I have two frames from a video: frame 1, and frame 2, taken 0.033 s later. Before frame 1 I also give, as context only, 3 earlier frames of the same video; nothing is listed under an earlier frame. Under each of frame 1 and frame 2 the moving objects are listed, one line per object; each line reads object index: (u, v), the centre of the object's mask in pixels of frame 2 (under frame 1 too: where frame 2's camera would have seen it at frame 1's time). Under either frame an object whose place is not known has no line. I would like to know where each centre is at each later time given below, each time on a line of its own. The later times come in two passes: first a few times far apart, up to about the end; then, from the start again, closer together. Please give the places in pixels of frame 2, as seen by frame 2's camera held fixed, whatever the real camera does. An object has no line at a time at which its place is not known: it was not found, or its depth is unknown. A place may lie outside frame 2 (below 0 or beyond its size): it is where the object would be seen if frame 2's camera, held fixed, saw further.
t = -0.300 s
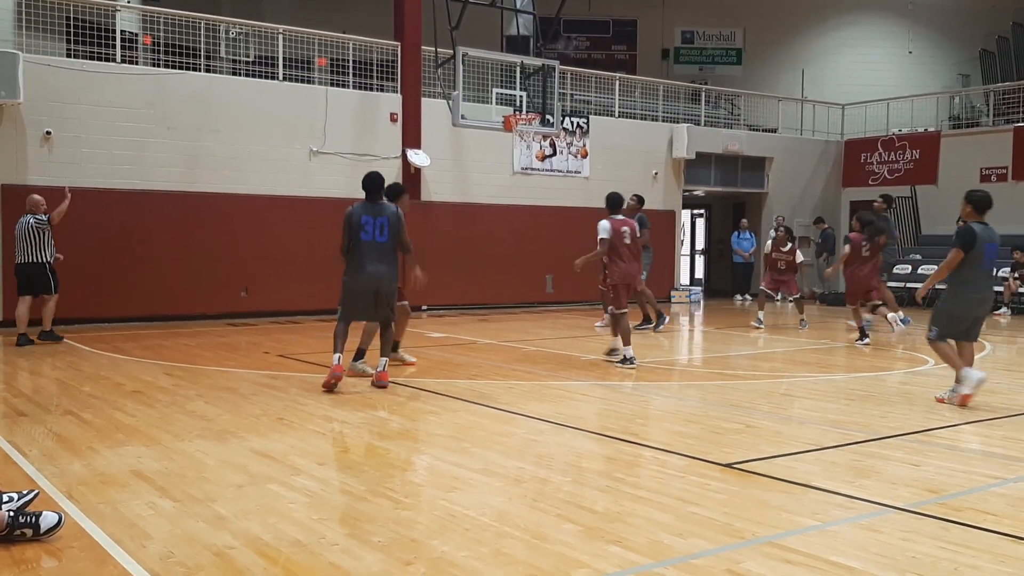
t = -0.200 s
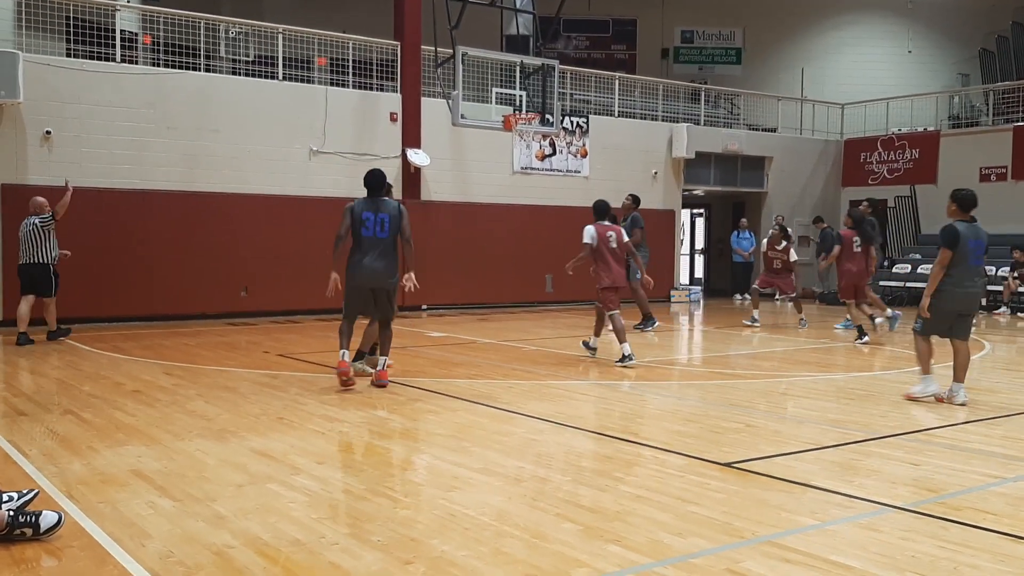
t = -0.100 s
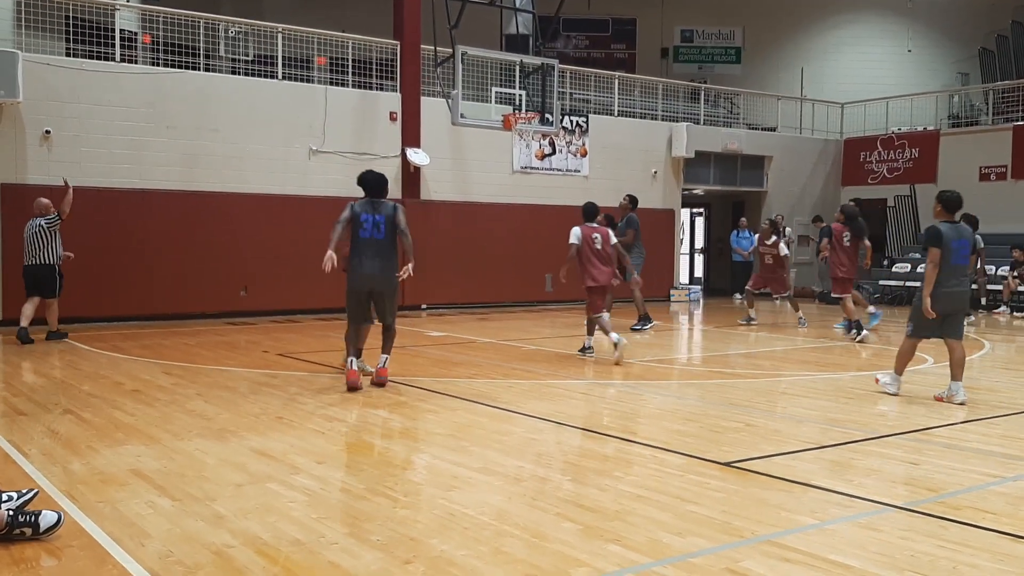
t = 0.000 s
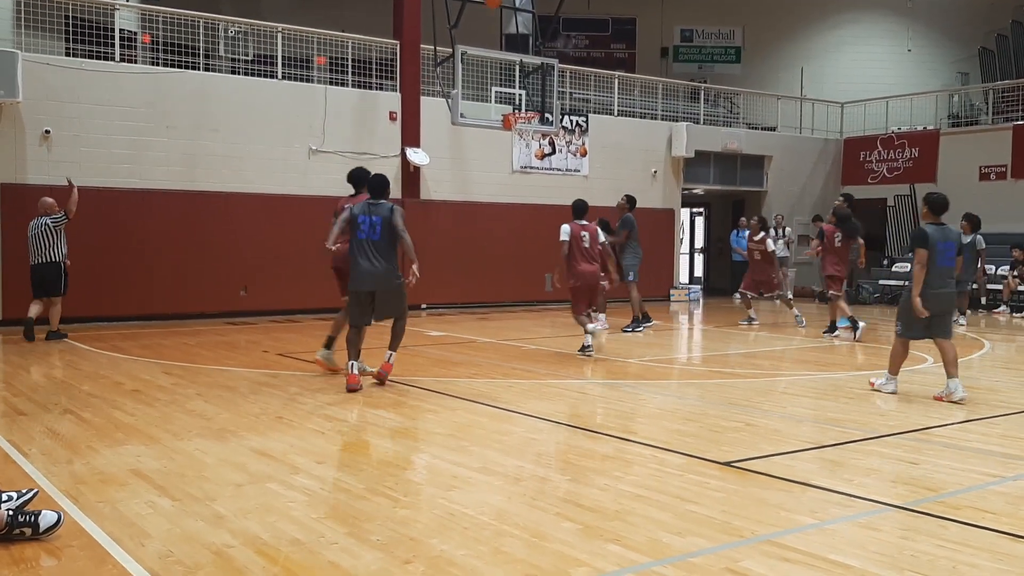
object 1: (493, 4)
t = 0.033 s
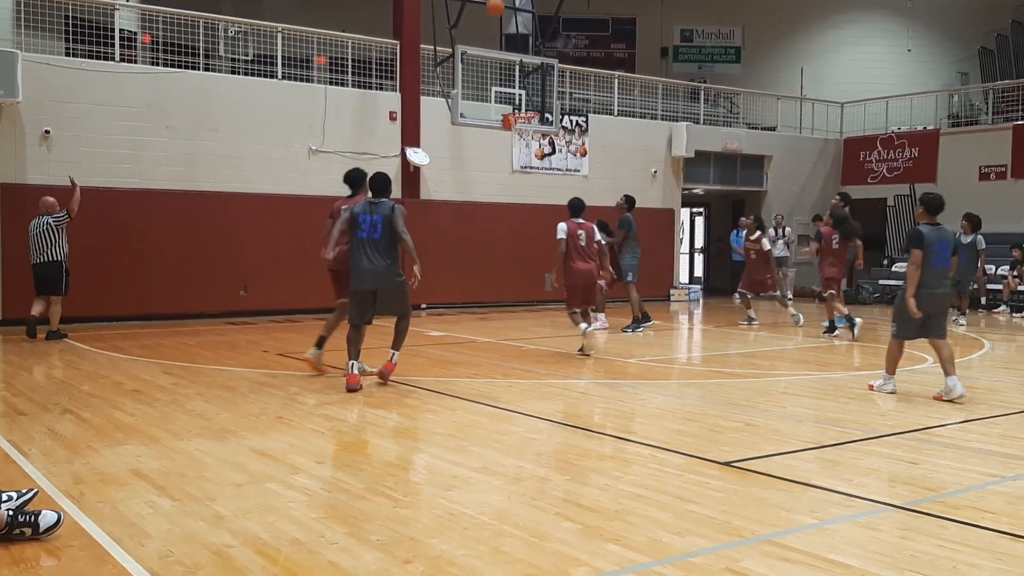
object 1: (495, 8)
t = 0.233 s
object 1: (510, 70)
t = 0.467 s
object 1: (545, 95)
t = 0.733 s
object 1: (587, 91)
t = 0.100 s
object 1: (500, 25)
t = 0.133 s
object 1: (504, 37)
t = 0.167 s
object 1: (505, 46)
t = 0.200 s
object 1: (508, 58)
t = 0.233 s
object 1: (510, 70)
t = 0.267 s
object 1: (512, 83)
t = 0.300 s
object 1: (514, 95)
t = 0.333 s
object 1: (522, 103)
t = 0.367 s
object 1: (530, 108)
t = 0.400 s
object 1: (535, 103)
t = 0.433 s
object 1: (540, 99)
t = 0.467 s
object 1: (545, 95)
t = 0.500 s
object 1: (549, 92)
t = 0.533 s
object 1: (555, 90)
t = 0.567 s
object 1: (560, 87)
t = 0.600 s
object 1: (565, 86)
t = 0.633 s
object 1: (570, 86)
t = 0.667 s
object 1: (576, 87)
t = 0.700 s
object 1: (581, 88)
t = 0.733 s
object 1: (587, 91)
